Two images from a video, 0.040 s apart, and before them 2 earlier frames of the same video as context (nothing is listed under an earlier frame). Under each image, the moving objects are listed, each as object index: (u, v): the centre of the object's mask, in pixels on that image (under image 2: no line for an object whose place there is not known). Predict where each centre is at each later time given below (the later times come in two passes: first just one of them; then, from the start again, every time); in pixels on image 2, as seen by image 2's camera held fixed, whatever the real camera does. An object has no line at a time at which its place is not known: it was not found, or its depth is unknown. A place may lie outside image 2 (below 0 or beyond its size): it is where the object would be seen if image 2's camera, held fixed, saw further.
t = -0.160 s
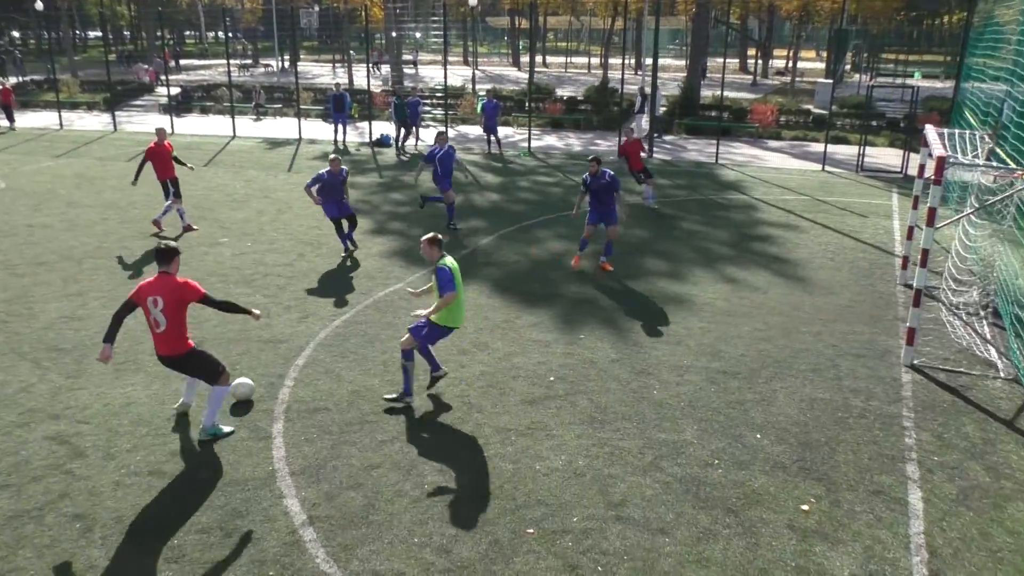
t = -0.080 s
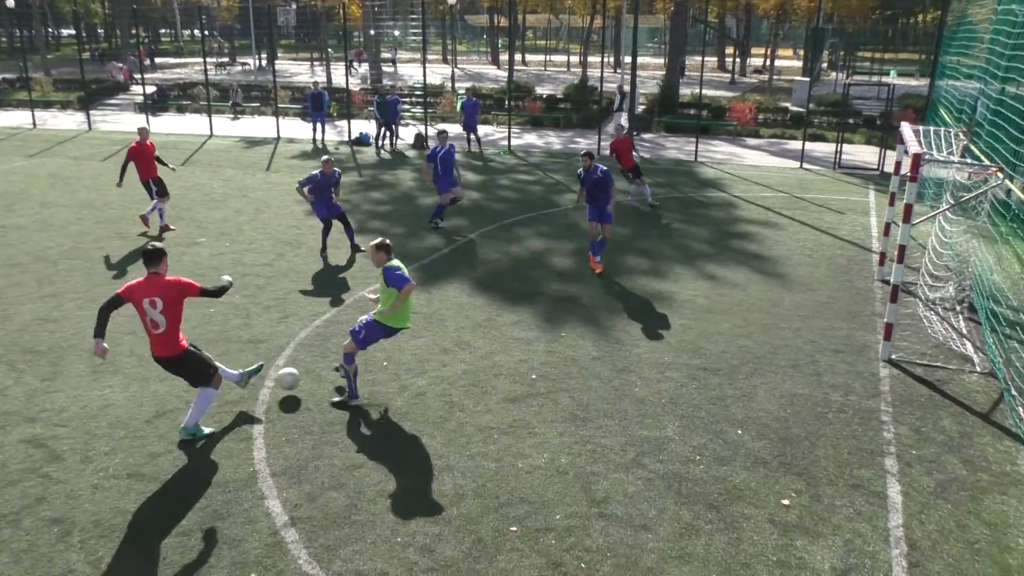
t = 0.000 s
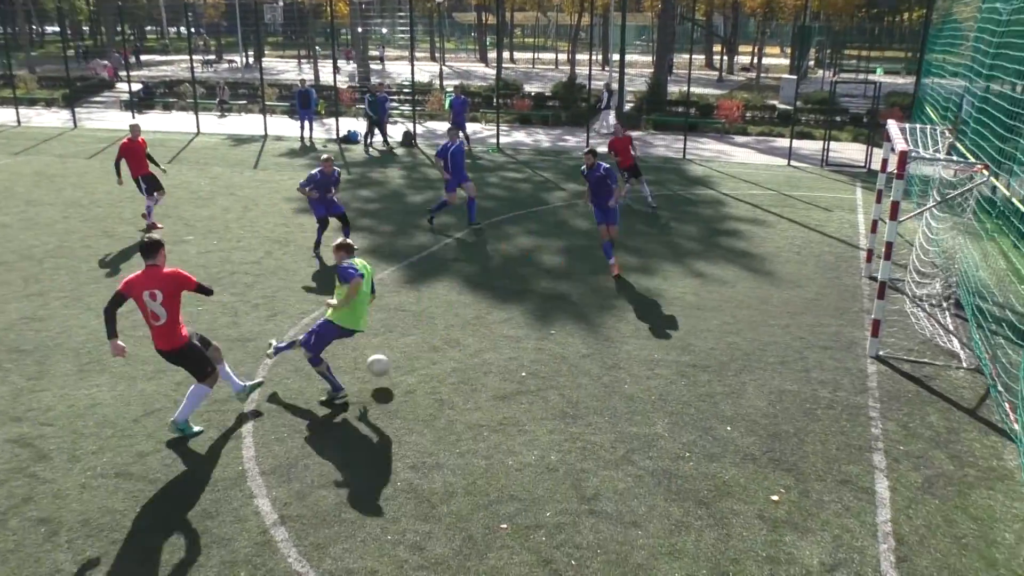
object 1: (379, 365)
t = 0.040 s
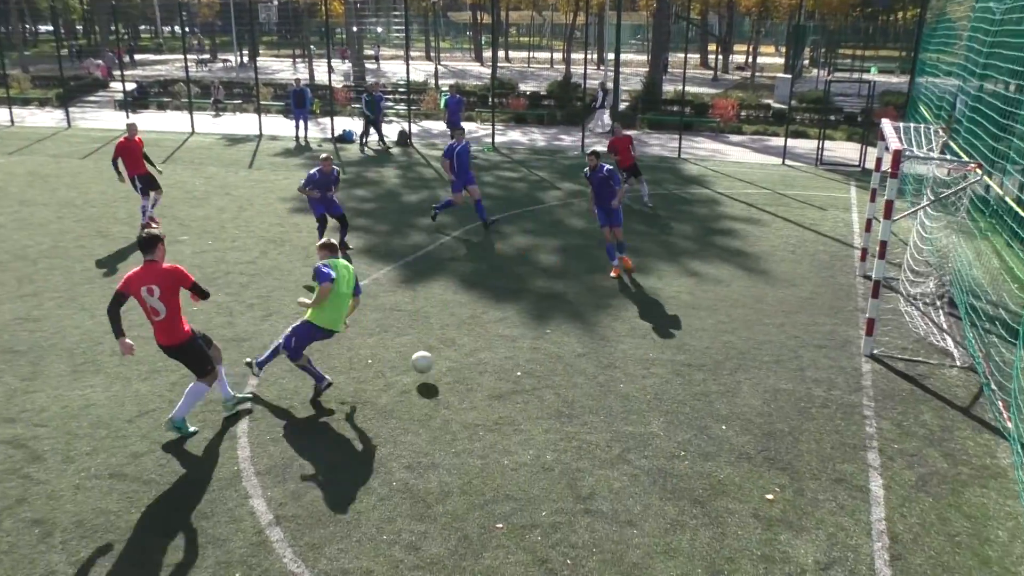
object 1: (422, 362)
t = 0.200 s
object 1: (589, 351)
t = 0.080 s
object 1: (469, 361)
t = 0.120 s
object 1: (514, 362)
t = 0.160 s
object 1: (552, 355)
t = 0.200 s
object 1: (589, 351)
